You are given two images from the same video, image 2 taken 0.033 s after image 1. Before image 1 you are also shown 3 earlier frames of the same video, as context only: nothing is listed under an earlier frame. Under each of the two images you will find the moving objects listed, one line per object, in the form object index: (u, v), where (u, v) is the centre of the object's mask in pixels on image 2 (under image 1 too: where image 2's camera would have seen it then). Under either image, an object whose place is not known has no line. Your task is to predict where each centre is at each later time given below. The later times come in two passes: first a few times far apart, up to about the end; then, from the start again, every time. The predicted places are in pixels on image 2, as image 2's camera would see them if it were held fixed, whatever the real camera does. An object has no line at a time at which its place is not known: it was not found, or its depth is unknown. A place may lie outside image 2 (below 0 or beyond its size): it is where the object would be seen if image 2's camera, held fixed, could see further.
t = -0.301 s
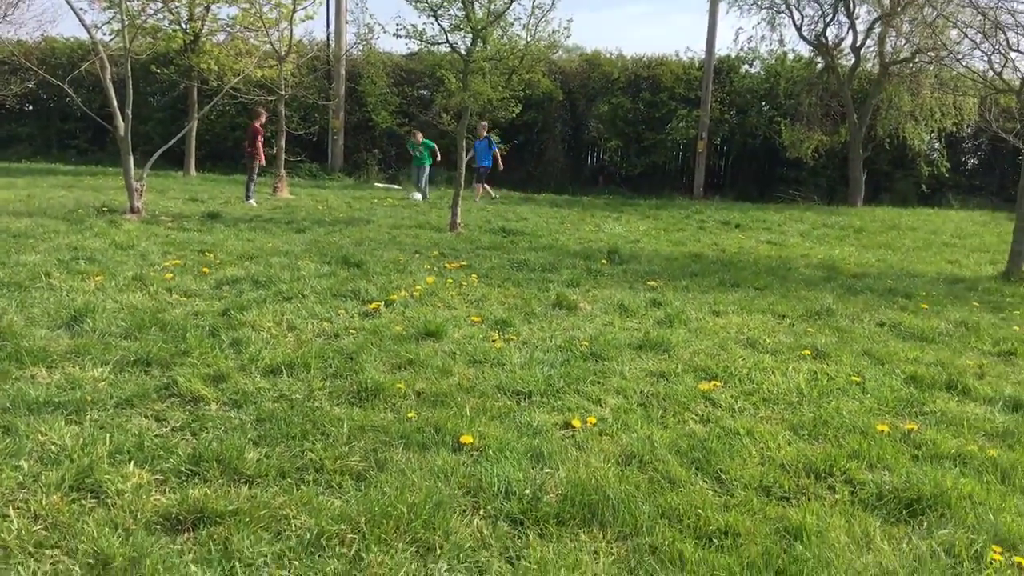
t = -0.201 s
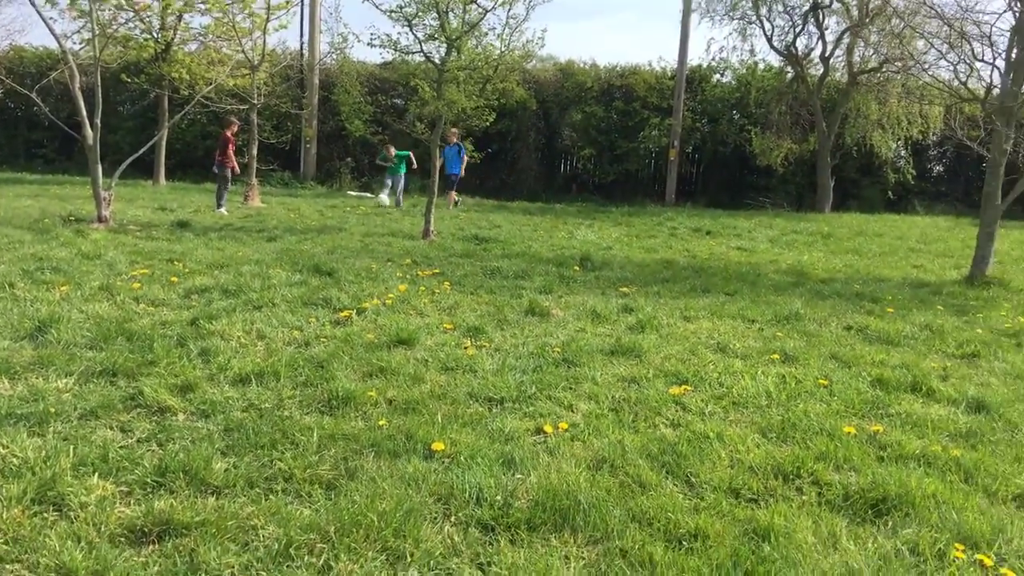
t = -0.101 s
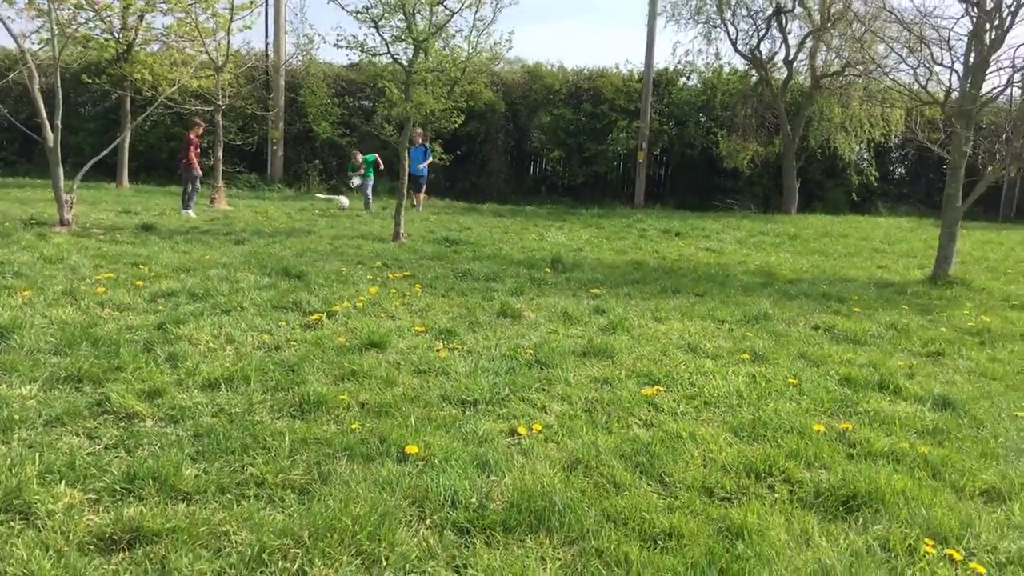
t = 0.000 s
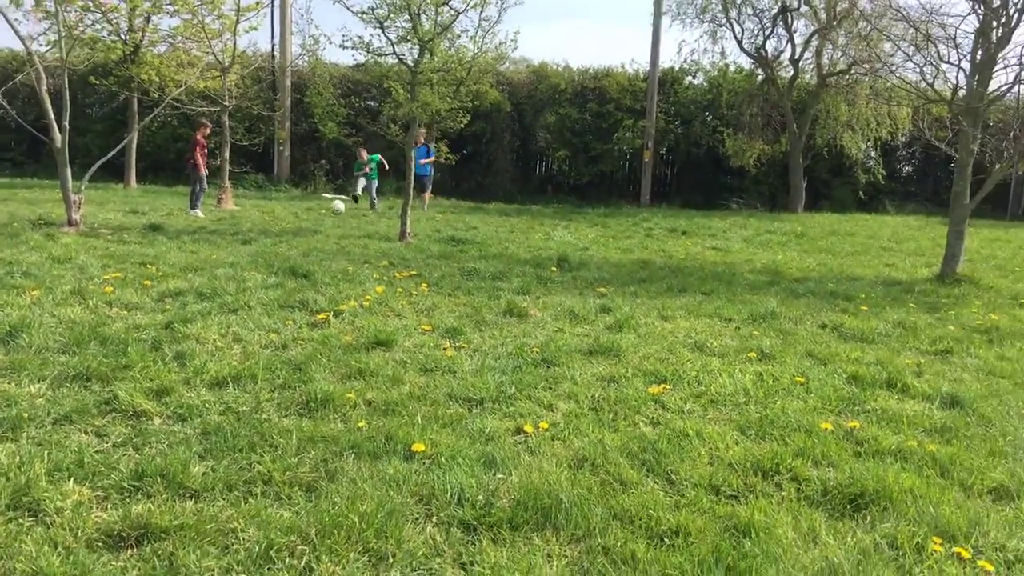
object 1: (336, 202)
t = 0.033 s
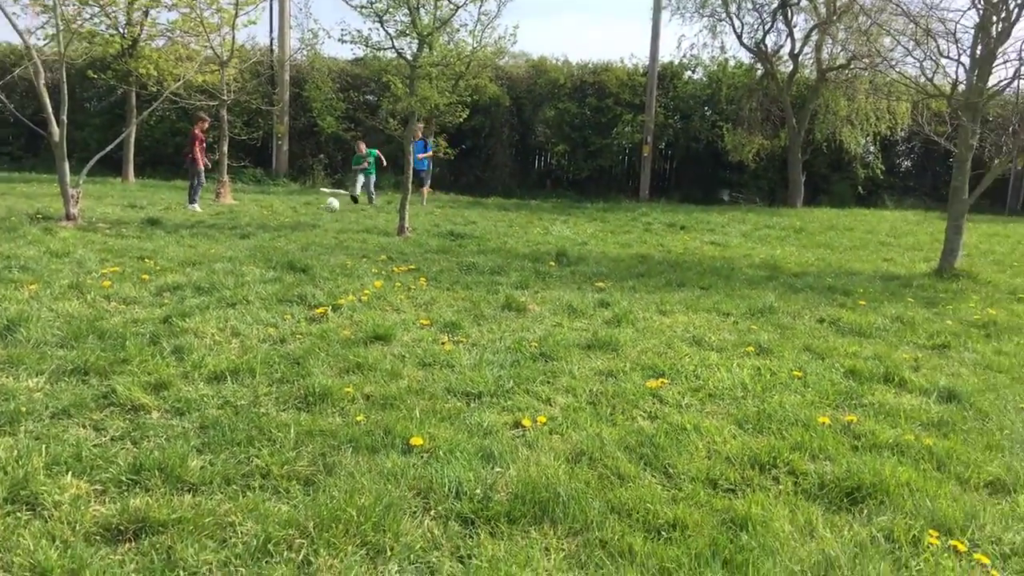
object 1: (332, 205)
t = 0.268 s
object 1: (309, 212)
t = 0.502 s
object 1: (289, 219)
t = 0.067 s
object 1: (328, 208)
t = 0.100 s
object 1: (324, 211)
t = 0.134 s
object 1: (322, 210)
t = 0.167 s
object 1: (318, 211)
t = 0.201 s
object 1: (315, 211)
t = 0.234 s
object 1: (312, 211)
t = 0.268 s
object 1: (309, 212)
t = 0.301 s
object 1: (305, 212)
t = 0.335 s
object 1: (303, 213)
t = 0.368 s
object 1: (299, 213)
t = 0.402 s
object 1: (297, 215)
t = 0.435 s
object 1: (294, 216)
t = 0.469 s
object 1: (291, 218)
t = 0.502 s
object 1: (289, 219)
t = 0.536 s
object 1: (287, 219)
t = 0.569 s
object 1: (284, 219)
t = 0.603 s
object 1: (282, 220)
